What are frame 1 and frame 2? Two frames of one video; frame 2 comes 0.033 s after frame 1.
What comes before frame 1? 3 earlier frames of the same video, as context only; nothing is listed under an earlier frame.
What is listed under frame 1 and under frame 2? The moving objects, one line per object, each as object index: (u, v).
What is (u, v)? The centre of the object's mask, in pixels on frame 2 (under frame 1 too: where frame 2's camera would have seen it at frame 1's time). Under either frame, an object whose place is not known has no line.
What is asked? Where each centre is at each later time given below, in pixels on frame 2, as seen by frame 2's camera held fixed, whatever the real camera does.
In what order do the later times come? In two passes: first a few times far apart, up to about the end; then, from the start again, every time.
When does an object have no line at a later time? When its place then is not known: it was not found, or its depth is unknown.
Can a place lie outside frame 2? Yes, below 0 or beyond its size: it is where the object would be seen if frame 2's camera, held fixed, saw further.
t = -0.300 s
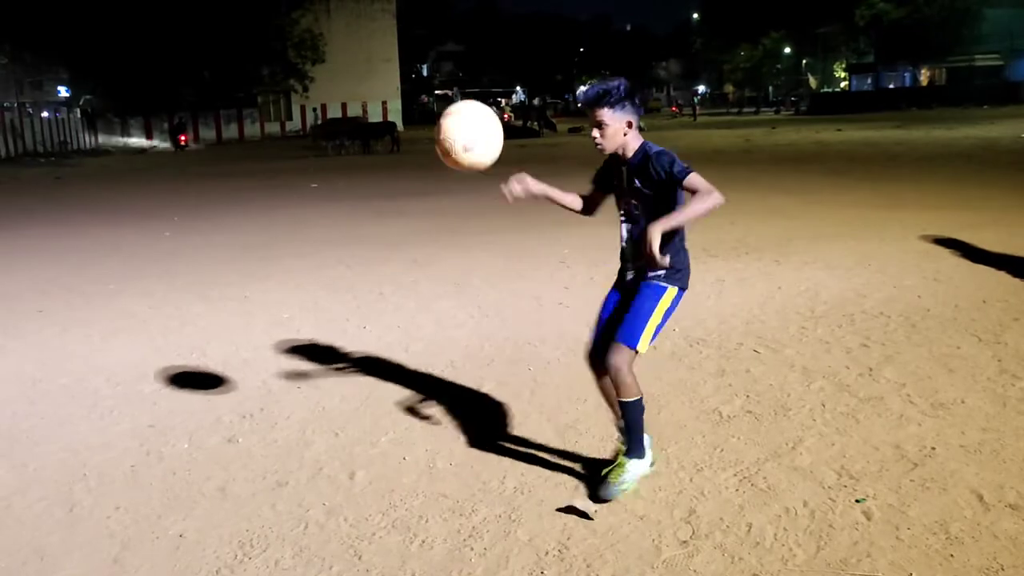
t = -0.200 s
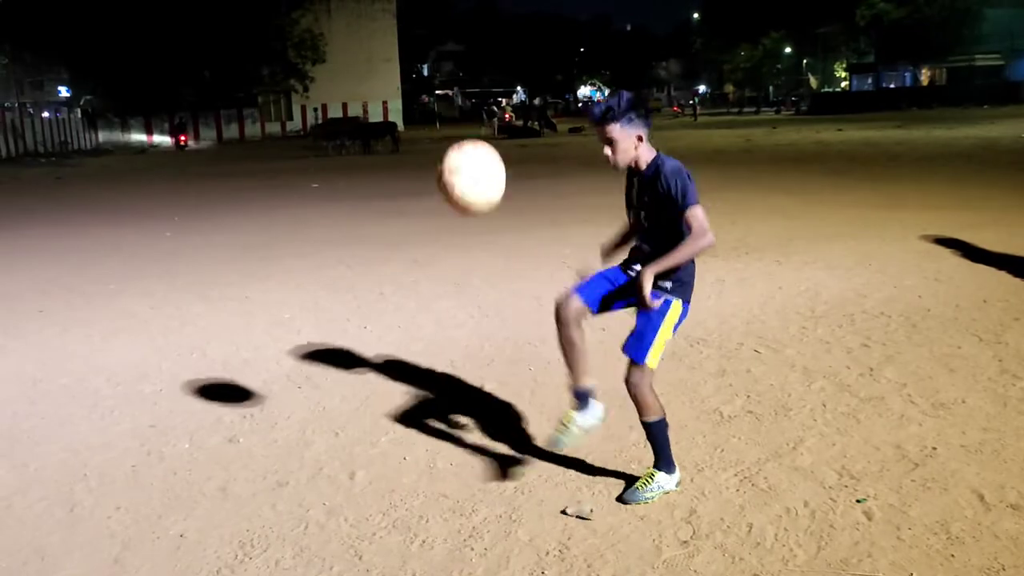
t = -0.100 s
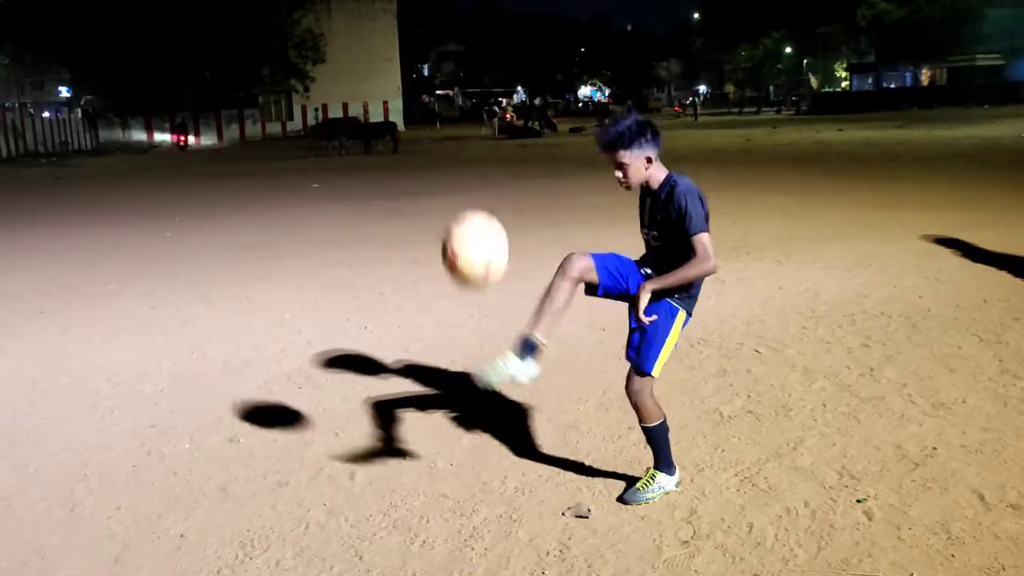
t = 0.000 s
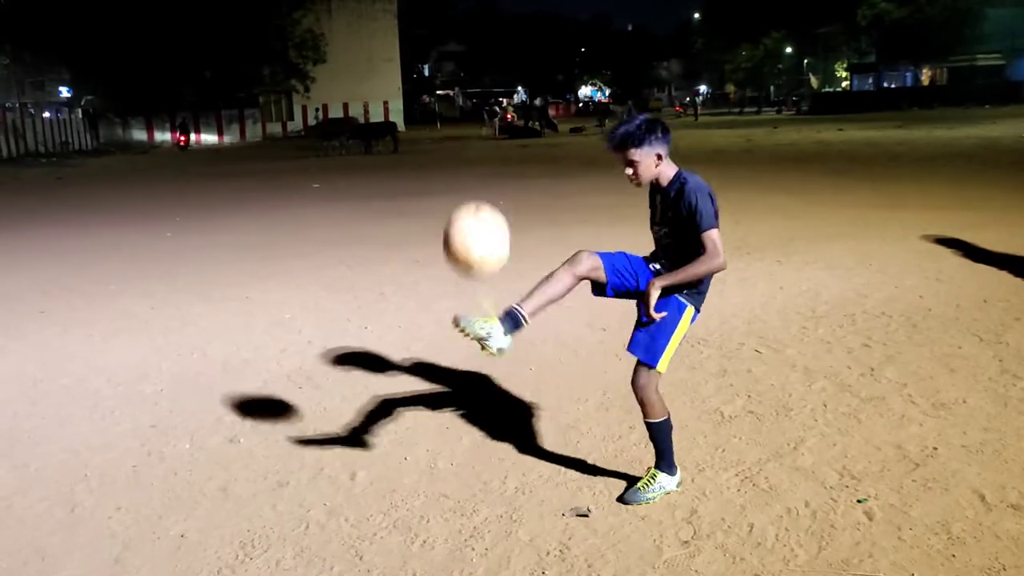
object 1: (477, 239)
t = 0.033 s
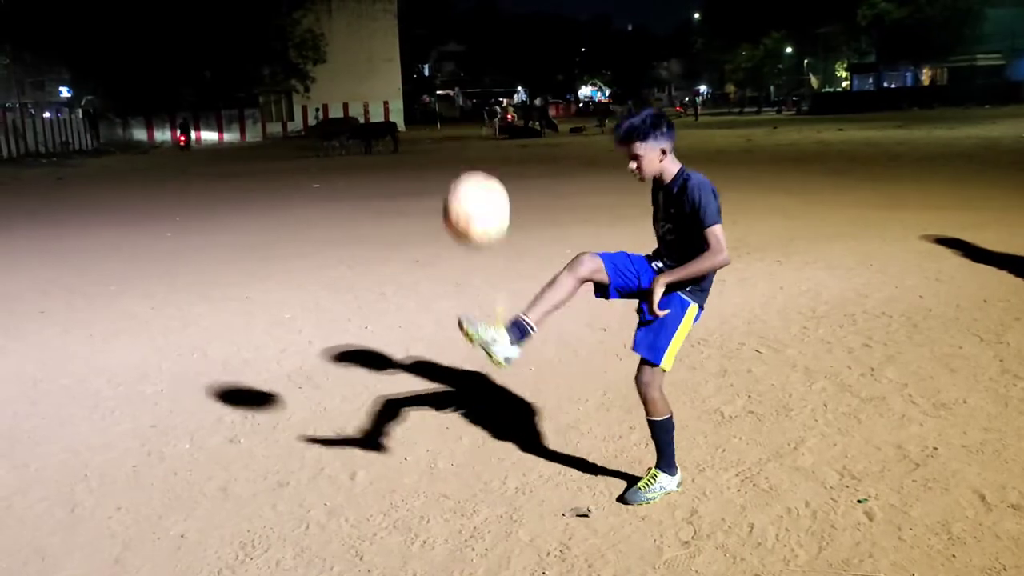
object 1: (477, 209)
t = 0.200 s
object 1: (477, 104)
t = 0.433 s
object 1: (480, 89)
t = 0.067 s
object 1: (478, 181)
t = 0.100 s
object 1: (478, 156)
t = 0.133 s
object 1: (476, 136)
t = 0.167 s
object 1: (476, 119)
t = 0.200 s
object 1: (477, 104)
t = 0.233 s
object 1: (477, 92)
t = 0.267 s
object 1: (477, 83)
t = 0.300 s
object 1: (477, 78)
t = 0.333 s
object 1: (478, 76)
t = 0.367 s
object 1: (479, 77)
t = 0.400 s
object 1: (479, 81)
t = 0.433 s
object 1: (480, 89)
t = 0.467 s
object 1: (481, 99)
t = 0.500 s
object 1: (483, 113)
